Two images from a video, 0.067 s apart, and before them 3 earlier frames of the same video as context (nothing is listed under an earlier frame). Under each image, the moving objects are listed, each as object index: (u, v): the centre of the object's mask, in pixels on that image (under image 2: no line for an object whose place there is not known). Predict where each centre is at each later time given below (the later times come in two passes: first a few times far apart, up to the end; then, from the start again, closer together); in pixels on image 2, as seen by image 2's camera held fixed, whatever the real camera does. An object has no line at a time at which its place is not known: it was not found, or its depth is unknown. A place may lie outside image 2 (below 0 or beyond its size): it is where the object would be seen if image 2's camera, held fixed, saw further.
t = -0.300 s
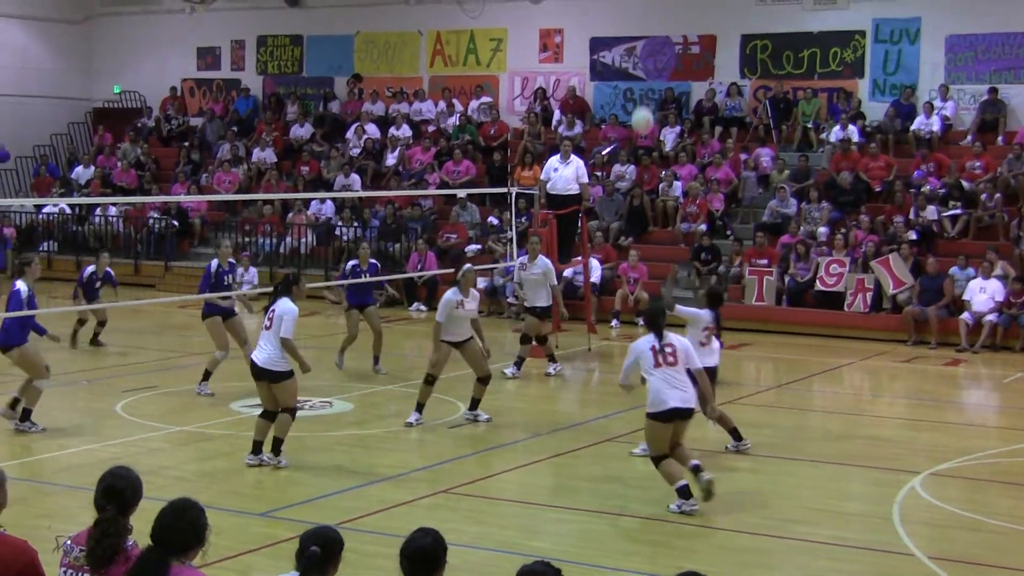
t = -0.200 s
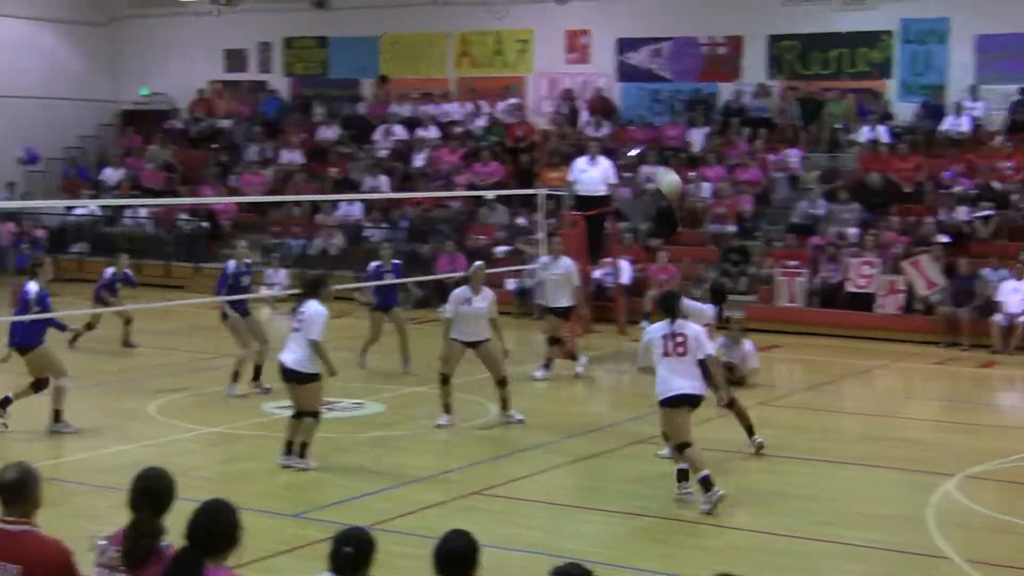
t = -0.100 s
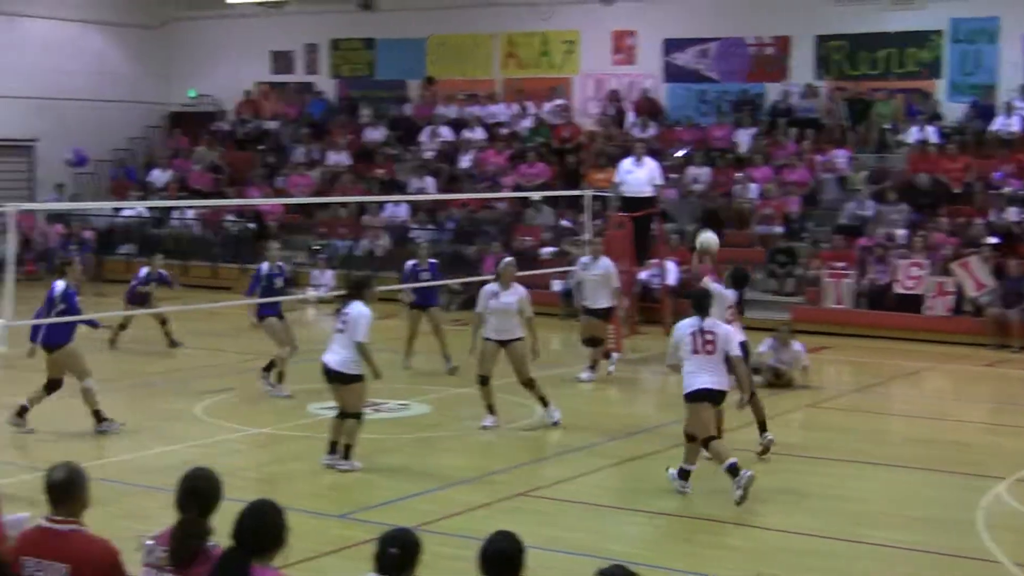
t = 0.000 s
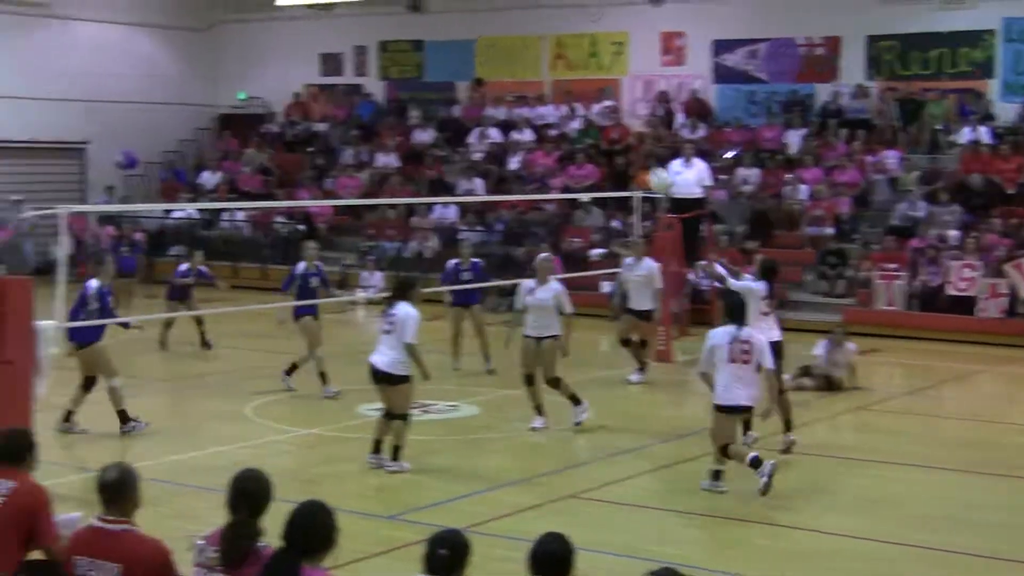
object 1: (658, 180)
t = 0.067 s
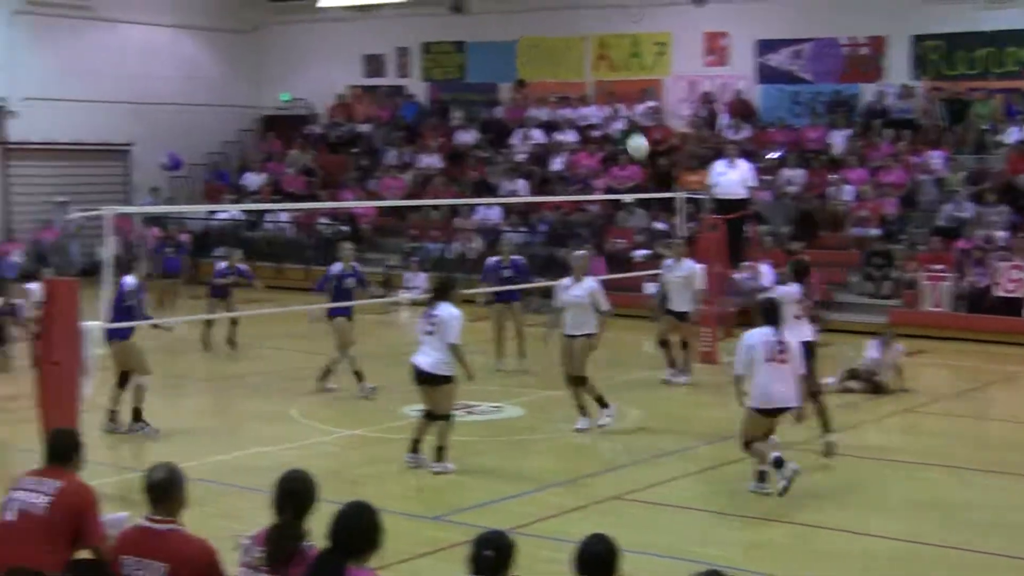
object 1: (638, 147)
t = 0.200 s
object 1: (518, 94)
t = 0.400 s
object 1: (362, 53)
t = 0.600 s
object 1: (219, 49)
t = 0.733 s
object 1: (132, 68)
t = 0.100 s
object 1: (607, 131)
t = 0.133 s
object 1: (576, 117)
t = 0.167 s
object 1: (547, 106)
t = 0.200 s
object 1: (518, 94)
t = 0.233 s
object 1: (491, 84)
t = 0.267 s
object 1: (464, 76)
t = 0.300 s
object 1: (438, 69)
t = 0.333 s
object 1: (413, 63)
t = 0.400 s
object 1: (362, 53)
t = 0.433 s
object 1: (336, 51)
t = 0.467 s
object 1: (312, 49)
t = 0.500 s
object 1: (288, 49)
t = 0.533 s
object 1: (264, 49)
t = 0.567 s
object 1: (242, 49)
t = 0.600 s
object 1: (219, 49)
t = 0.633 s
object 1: (196, 52)
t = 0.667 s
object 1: (174, 57)
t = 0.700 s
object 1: (153, 62)
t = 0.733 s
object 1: (132, 68)
